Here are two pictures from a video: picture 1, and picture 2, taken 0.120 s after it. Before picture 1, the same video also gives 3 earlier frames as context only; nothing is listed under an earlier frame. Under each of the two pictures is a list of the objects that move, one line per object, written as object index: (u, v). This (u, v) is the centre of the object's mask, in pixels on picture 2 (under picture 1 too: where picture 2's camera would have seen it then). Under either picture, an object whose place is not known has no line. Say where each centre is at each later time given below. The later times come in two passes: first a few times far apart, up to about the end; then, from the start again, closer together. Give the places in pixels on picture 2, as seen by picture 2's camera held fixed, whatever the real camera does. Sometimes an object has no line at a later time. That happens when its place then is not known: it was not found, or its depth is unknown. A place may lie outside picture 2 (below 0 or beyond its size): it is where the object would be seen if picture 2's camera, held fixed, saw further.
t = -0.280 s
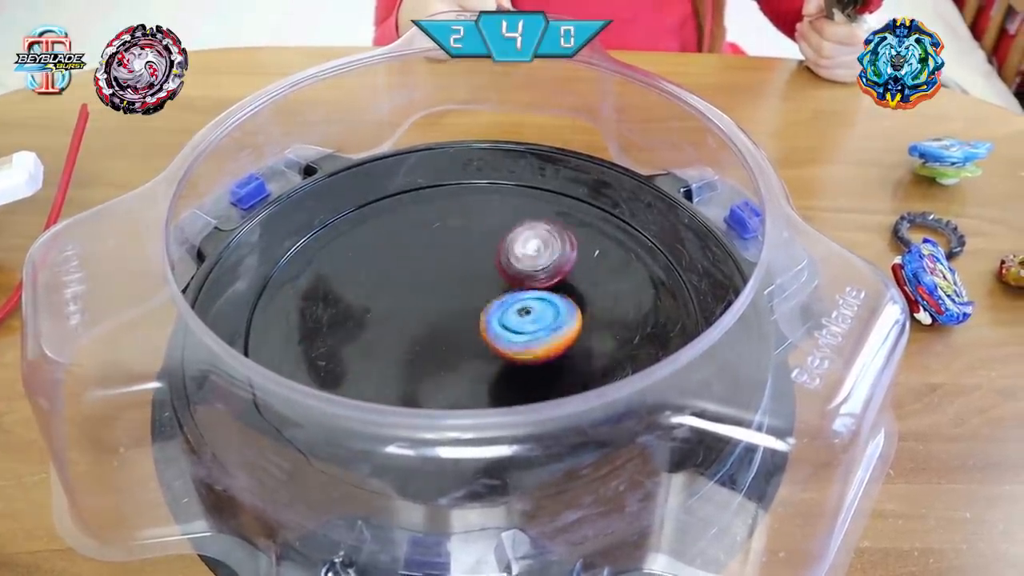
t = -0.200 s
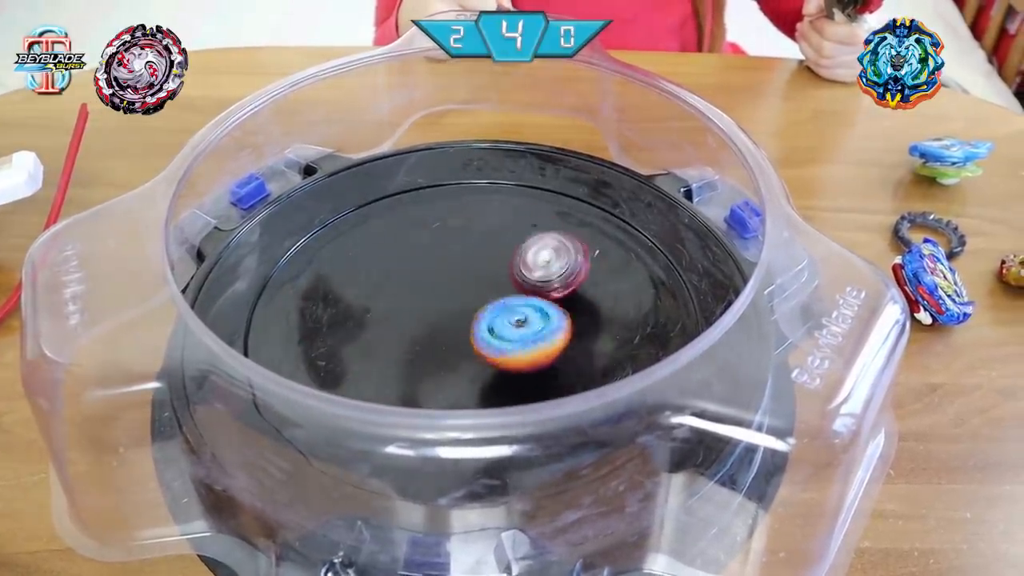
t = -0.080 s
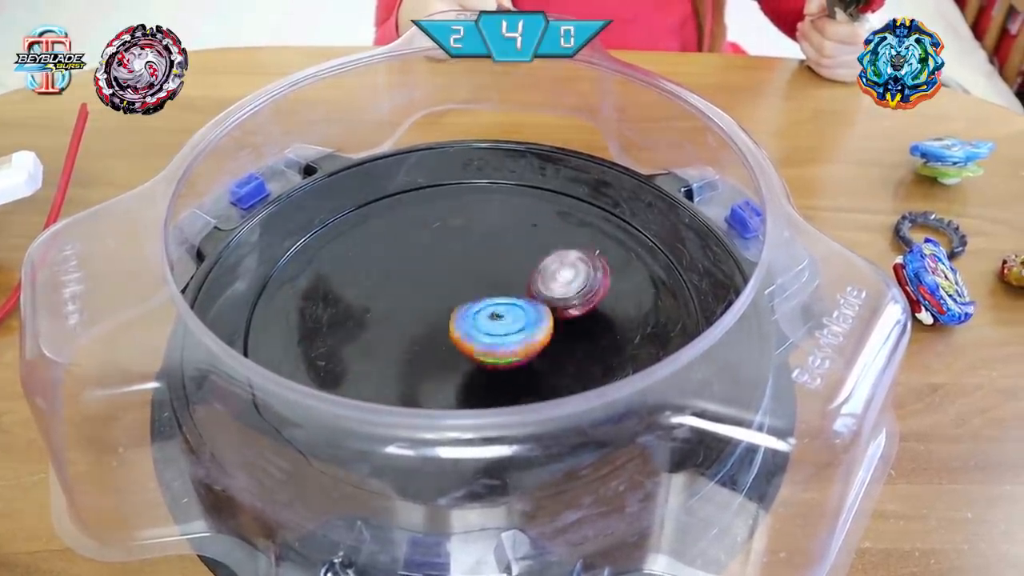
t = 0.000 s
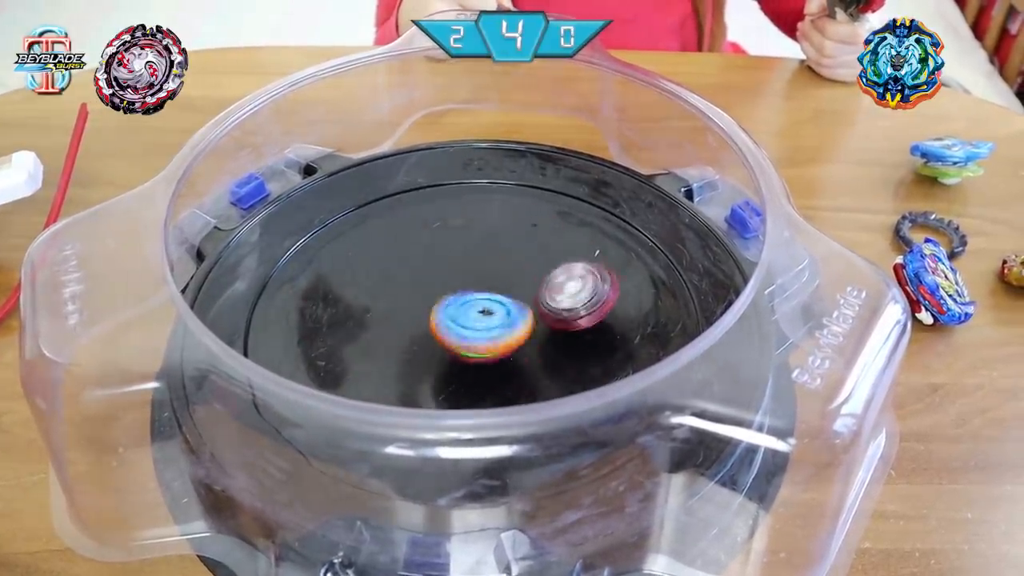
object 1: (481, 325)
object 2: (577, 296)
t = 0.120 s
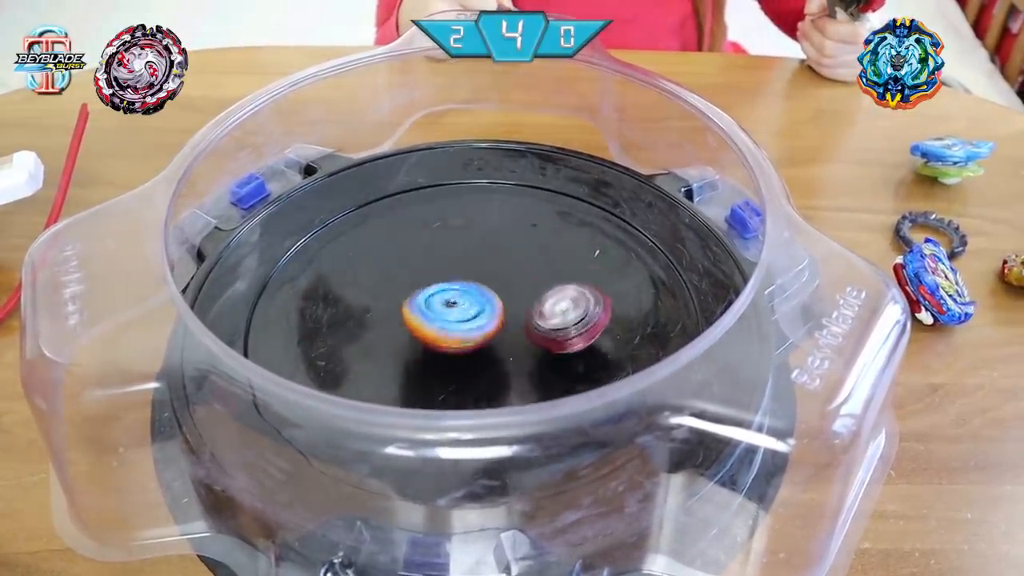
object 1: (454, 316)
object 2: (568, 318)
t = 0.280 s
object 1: (424, 298)
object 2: (529, 347)
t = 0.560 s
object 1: (408, 268)
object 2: (456, 346)
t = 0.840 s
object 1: (454, 260)
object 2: (399, 334)
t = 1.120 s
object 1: (513, 274)
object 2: (402, 269)
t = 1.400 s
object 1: (539, 312)
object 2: (452, 259)
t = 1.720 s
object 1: (519, 332)
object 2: (551, 271)
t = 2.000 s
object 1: (462, 307)
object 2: (570, 303)
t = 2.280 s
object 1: (450, 266)
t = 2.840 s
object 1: (517, 275)
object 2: (388, 312)
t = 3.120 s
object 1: (514, 317)
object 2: (395, 266)
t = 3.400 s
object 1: (471, 335)
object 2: (461, 254)
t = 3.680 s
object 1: (426, 311)
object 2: (542, 270)
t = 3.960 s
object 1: (434, 274)
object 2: (567, 313)
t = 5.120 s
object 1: (484, 327)
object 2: (424, 253)
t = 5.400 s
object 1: (441, 314)
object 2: (484, 254)
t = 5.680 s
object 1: (443, 301)
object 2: (545, 285)
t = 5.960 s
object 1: (481, 281)
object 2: (544, 336)
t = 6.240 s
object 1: (511, 277)
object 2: (496, 344)
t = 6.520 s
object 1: (506, 286)
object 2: (424, 319)
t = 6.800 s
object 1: (499, 307)
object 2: (417, 269)
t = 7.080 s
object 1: (469, 315)
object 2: (476, 251)
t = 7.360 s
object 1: (445, 316)
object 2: (535, 278)
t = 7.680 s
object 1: (455, 291)
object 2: (537, 337)
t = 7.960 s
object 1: (478, 270)
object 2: (464, 337)
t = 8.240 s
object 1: (504, 274)
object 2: (418, 294)
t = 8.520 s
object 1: (505, 303)
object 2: (445, 254)
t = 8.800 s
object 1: (467, 324)
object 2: (505, 254)
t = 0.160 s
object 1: (444, 312)
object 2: (558, 328)
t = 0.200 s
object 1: (437, 308)
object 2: (547, 337)
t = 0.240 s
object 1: (430, 303)
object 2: (536, 342)
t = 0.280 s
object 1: (424, 298)
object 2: (529, 347)
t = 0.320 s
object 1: (418, 292)
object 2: (521, 349)
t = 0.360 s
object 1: (414, 287)
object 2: (513, 351)
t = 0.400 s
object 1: (411, 281)
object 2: (501, 352)
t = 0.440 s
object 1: (408, 277)
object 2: (491, 351)
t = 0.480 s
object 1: (406, 272)
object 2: (480, 350)
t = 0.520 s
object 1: (405, 270)
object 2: (468, 347)
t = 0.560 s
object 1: (408, 268)
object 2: (456, 346)
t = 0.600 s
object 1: (411, 268)
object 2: (444, 342)
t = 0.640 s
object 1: (416, 268)
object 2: (434, 339)
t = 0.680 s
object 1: (420, 268)
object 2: (425, 336)
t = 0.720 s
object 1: (430, 265)
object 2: (416, 339)
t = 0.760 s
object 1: (437, 263)
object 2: (407, 340)
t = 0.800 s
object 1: (446, 260)
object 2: (403, 339)
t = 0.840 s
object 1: (454, 260)
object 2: (399, 334)
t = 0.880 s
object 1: (463, 259)
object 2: (397, 327)
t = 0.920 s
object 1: (473, 261)
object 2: (395, 319)
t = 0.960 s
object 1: (481, 261)
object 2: (394, 310)
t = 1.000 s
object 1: (490, 265)
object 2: (395, 299)
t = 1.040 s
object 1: (498, 267)
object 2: (396, 290)
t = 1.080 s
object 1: (507, 270)
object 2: (398, 279)
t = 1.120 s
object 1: (513, 274)
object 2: (402, 269)
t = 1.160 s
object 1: (520, 279)
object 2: (405, 264)
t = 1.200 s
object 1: (525, 283)
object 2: (411, 260)
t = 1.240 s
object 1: (531, 288)
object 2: (416, 258)
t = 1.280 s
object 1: (534, 294)
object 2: (421, 257)
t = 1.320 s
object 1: (537, 300)
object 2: (429, 258)
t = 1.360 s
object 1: (538, 306)
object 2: (440, 259)
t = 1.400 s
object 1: (539, 312)
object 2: (452, 259)
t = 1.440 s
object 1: (538, 319)
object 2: (466, 260)
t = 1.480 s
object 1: (538, 324)
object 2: (480, 263)
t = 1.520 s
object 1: (537, 329)
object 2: (493, 265)
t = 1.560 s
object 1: (535, 333)
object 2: (508, 265)
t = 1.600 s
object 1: (534, 336)
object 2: (521, 267)
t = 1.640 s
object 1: (530, 336)
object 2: (533, 267)
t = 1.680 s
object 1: (526, 335)
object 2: (542, 268)
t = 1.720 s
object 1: (519, 332)
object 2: (551, 271)
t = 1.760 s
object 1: (511, 329)
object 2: (560, 272)
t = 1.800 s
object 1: (501, 327)
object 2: (567, 276)
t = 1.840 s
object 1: (492, 323)
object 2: (571, 279)
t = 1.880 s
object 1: (484, 320)
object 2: (573, 283)
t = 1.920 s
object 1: (476, 316)
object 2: (575, 288)
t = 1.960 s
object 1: (470, 312)
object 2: (573, 296)
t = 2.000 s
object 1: (462, 307)
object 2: (570, 303)
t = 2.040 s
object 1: (459, 302)
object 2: (567, 310)
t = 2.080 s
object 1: (455, 297)
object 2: (562, 320)
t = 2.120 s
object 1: (451, 290)
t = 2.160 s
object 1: (450, 284)
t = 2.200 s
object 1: (449, 278)
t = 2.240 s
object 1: (450, 272)
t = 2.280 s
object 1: (450, 266)
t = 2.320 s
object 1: (453, 260)
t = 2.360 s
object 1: (455, 256)
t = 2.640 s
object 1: (489, 253)
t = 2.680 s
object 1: (495, 258)
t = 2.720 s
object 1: (502, 261)
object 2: (412, 329)
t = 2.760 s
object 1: (508, 265)
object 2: (402, 324)
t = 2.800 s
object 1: (512, 271)
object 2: (394, 319)
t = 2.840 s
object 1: (517, 275)
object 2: (388, 312)
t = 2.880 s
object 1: (520, 281)
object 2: (385, 304)
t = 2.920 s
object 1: (520, 287)
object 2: (384, 298)
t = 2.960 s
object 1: (522, 293)
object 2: (383, 292)
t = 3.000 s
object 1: (521, 299)
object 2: (384, 284)
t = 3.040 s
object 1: (519, 305)
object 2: (387, 277)
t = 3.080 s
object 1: (518, 311)
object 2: (390, 271)
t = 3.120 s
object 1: (514, 317)
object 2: (395, 266)
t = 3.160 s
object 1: (510, 322)
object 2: (400, 262)
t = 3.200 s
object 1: (505, 327)
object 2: (407, 258)
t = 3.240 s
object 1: (499, 331)
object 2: (416, 256)
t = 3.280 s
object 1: (493, 333)
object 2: (426, 254)
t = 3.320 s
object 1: (485, 335)
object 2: (438, 253)
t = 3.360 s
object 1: (478, 336)
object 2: (449, 253)
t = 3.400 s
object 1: (471, 335)
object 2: (461, 254)
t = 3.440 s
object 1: (463, 333)
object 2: (474, 255)
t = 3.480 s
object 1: (456, 331)
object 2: (487, 256)
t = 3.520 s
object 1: (449, 328)
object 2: (499, 259)
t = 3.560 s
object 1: (441, 325)
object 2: (511, 261)
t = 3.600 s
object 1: (436, 321)
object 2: (523, 264)
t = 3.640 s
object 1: (431, 317)
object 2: (533, 266)
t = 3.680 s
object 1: (426, 311)
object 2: (542, 270)
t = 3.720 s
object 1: (425, 306)
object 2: (549, 274)
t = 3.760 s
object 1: (424, 301)
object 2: (555, 278)
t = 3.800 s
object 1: (423, 295)
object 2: (560, 285)
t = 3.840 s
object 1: (425, 289)
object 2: (564, 291)
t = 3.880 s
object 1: (428, 285)
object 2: (566, 298)
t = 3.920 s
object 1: (429, 279)
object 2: (567, 305)
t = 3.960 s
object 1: (434, 274)
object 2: (567, 313)
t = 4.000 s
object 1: (438, 271)
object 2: (565, 320)
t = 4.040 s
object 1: (442, 267)
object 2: (563, 326)
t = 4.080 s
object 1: (449, 265)
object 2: (560, 332)
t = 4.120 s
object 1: (454, 264)
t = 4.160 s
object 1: (459, 264)
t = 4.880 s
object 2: (407, 286)
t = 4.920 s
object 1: (507, 315)
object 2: (408, 279)
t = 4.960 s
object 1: (501, 319)
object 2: (409, 272)
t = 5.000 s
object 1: (498, 322)
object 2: (411, 266)
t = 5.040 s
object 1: (493, 325)
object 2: (413, 261)
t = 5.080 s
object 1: (488, 327)
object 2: (418, 256)
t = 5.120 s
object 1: (484, 327)
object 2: (424, 253)
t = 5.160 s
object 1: (479, 326)
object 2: (430, 250)
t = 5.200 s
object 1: (474, 324)
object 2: (438, 249)
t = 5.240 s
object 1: (468, 322)
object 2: (446, 249)
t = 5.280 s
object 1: (461, 319)
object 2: (455, 249)
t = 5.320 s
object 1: (455, 317)
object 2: (464, 251)
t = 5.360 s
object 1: (448, 316)
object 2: (473, 253)
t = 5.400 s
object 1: (441, 314)
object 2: (484, 254)
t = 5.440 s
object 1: (436, 313)
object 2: (495, 256)
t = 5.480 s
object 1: (433, 312)
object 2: (505, 259)
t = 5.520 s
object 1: (432, 310)
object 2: (515, 264)
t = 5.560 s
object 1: (432, 308)
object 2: (524, 268)
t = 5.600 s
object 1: (435, 305)
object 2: (532, 273)
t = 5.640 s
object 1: (439, 303)
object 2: (539, 279)
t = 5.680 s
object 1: (443, 301)
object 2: (545, 285)
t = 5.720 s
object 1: (446, 298)
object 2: (549, 292)
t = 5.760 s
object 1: (451, 294)
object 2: (552, 299)
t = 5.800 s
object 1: (456, 291)
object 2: (553, 306)
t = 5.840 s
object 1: (463, 289)
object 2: (551, 314)
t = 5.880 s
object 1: (469, 287)
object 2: (549, 322)
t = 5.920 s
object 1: (474, 283)
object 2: (546, 330)
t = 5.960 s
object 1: (481, 281)
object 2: (544, 336)
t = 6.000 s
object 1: (487, 278)
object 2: (540, 341)
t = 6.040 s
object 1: (493, 277)
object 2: (536, 344)
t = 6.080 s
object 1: (498, 276)
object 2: (531, 347)
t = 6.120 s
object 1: (502, 275)
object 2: (524, 348)
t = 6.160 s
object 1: (506, 274)
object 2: (516, 347)
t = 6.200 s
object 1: (509, 275)
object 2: (507, 346)
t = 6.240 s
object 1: (511, 277)
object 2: (496, 344)
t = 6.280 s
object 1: (513, 276)
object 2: (484, 346)
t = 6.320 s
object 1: (515, 276)
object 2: (472, 346)
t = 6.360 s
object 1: (516, 276)
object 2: (461, 343)
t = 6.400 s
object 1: (514, 279)
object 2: (451, 339)
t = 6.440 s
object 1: (511, 282)
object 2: (441, 333)
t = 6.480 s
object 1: (508, 284)
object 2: (433, 327)
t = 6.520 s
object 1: (506, 286)
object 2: (424, 319)
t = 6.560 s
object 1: (508, 289)
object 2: (415, 311)
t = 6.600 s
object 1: (509, 292)
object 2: (410, 304)
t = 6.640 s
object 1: (509, 296)
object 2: (407, 297)
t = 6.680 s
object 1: (507, 300)
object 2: (407, 290)
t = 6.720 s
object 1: (504, 302)
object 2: (409, 282)
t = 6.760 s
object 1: (503, 305)
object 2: (412, 275)
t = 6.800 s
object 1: (499, 307)
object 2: (417, 269)
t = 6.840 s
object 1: (497, 310)
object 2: (423, 263)
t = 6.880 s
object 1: (493, 312)
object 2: (430, 258)
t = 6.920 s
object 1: (489, 314)
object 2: (437, 255)
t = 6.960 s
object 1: (484, 315)
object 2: (446, 253)
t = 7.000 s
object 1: (479, 315)
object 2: (456, 251)
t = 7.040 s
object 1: (474, 315)
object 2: (465, 251)
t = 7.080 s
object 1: (469, 315)
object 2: (476, 251)
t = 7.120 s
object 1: (464, 316)
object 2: (488, 252)
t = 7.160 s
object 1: (458, 317)
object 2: (499, 255)
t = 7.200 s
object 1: (454, 318)
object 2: (507, 257)
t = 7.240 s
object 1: (449, 319)
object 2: (515, 261)
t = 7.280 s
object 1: (446, 319)
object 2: (523, 266)
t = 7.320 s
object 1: (444, 318)
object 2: (531, 272)
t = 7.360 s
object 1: (445, 316)
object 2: (535, 278)
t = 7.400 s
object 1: (447, 314)
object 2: (540, 286)
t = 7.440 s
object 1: (449, 311)
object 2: (543, 294)
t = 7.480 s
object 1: (452, 309)
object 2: (544, 302)
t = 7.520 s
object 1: (454, 307)
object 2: (544, 310)
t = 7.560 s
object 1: (454, 304)
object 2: (546, 319)
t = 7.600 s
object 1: (454, 301)
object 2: (545, 326)
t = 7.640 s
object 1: (453, 296)
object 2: (543, 332)
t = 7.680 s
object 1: (455, 291)
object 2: (537, 337)
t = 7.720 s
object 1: (456, 287)
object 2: (530, 341)
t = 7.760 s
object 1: (458, 284)
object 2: (521, 344)
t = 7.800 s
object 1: (461, 280)
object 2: (511, 344)
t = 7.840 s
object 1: (465, 277)
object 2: (500, 344)
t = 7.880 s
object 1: (469, 274)
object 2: (489, 342)
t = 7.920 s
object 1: (473, 273)
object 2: (477, 339)
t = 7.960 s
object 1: (478, 270)
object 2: (464, 337)
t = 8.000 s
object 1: (483, 268)
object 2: (454, 334)
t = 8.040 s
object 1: (486, 267)
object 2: (445, 329)
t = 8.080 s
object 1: (490, 267)
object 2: (437, 323)
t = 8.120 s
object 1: (494, 267)
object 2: (429, 316)
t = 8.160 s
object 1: (497, 269)
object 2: (422, 308)
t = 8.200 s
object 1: (501, 271)
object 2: (418, 302)
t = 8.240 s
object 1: (504, 274)
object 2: (418, 294)
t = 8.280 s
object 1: (507, 277)
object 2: (418, 286)
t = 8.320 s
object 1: (509, 281)
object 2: (419, 278)
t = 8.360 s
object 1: (511, 286)
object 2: (422, 271)
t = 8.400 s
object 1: (510, 290)
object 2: (425, 265)
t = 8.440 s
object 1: (509, 294)
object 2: (430, 260)
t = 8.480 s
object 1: (508, 299)
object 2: (437, 257)
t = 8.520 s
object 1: (505, 303)
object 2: (445, 254)
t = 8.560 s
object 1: (501, 307)
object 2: (453, 252)
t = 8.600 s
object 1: (496, 310)
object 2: (461, 251)
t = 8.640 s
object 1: (491, 313)
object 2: (470, 252)
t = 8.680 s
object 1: (485, 318)
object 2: (480, 251)
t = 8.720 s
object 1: (477, 322)
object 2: (490, 249)
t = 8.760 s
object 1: (471, 324)
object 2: (499, 251)
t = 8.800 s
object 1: (467, 324)
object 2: (505, 254)
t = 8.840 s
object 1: (463, 324)
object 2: (513, 258)
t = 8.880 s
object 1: (458, 323)
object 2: (519, 264)
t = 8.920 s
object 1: (452, 320)
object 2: (525, 270)
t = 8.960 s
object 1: (449, 317)
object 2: (530, 277)
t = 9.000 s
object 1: (446, 313)
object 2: (532, 284)
